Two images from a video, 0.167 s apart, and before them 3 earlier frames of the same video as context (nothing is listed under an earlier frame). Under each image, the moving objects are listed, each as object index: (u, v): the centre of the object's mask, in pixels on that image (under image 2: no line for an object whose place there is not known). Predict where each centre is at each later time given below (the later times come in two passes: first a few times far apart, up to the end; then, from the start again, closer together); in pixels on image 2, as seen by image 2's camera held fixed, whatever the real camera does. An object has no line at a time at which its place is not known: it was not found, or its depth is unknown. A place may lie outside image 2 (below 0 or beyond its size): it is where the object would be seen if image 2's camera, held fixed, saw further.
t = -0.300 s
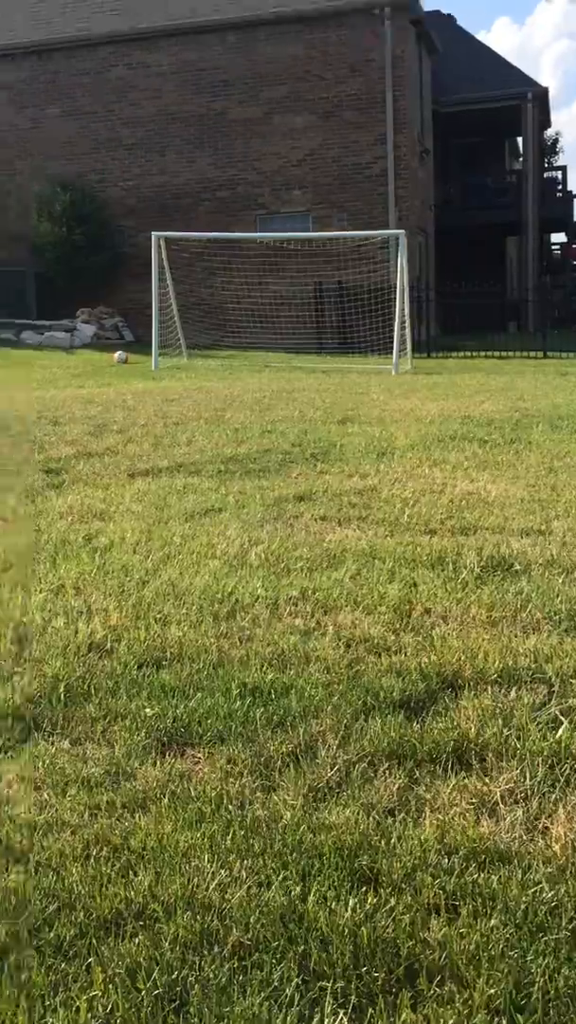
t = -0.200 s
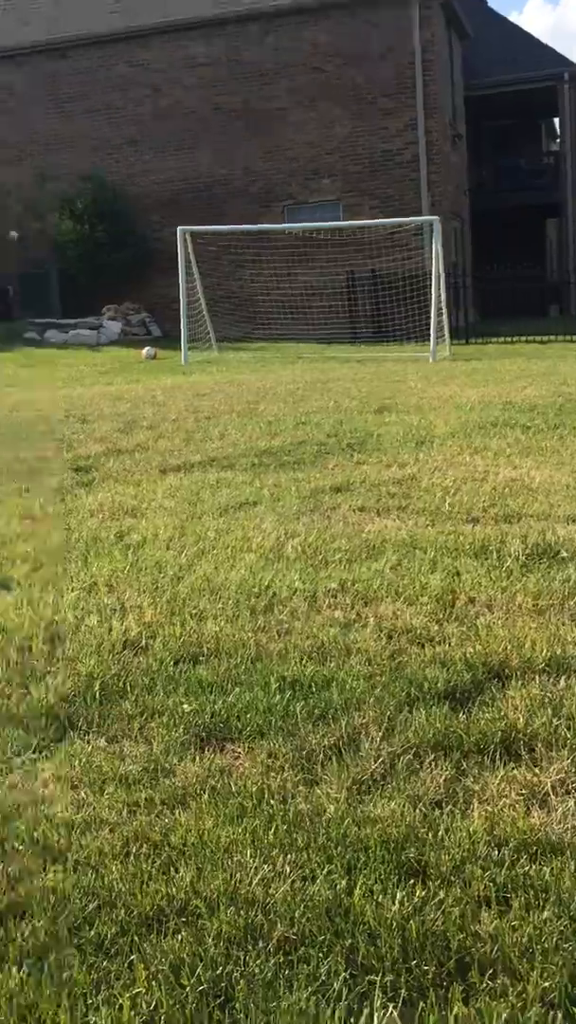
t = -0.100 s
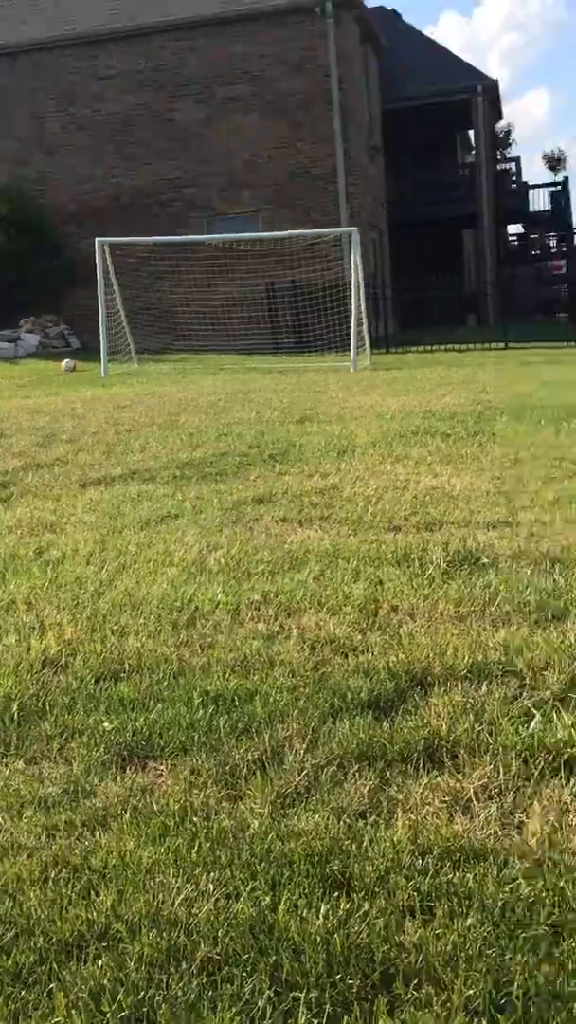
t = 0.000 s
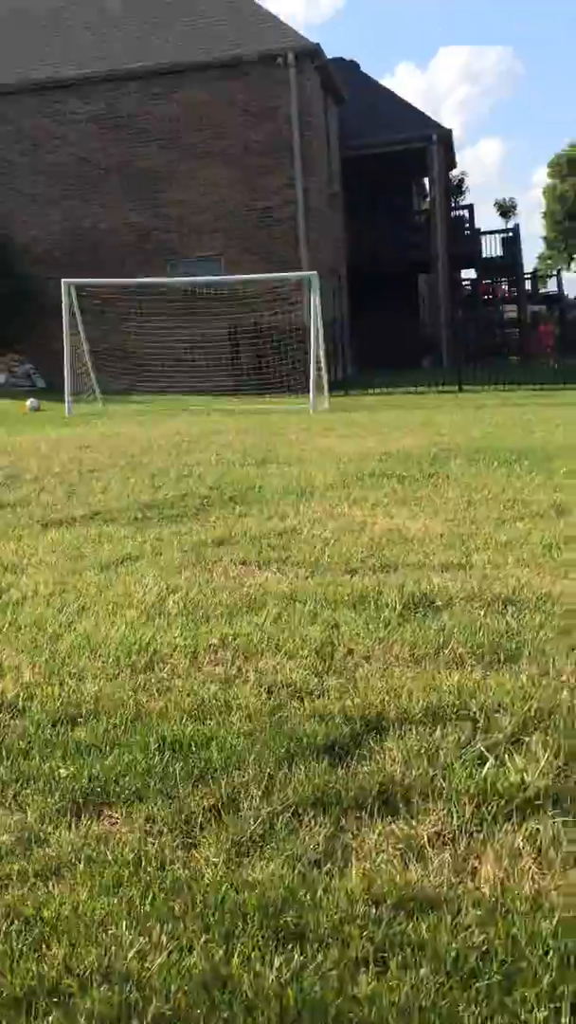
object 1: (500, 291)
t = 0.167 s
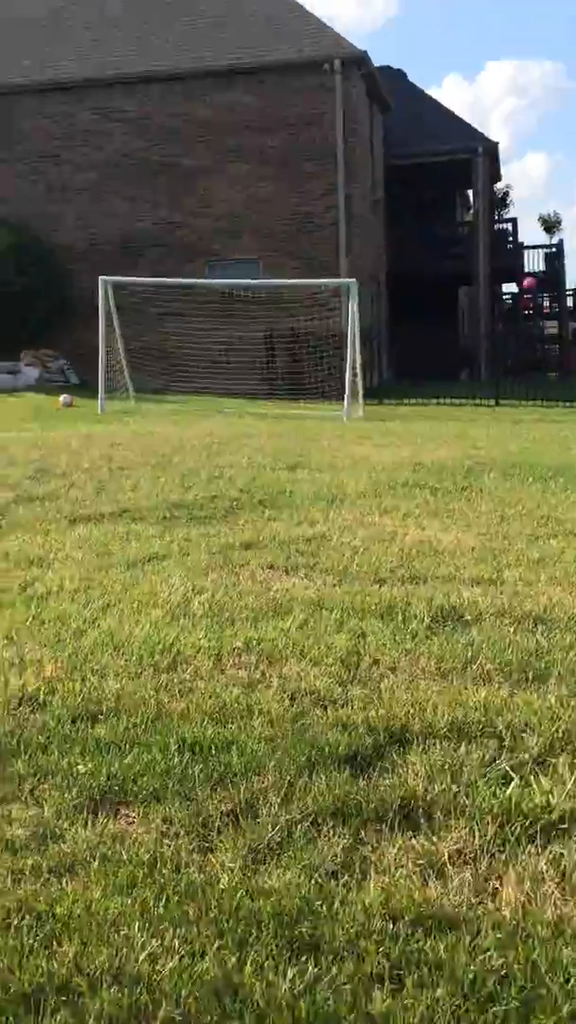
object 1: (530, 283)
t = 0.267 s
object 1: (519, 274)
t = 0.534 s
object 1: (493, 282)
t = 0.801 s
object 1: (463, 352)
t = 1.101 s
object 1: (429, 389)
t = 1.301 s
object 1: (416, 367)
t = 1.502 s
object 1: (405, 398)
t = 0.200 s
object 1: (527, 281)
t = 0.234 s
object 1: (523, 278)
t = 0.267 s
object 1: (519, 274)
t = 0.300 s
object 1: (517, 273)
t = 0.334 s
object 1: (515, 272)
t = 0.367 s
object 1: (510, 275)
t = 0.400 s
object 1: (507, 274)
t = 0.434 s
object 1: (505, 274)
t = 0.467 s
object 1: (502, 275)
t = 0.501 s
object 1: (497, 278)
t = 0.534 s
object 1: (493, 282)
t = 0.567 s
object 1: (488, 288)
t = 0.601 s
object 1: (485, 292)
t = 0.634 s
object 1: (482, 297)
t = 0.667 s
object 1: (478, 304)
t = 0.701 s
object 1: (472, 314)
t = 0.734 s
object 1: (470, 326)
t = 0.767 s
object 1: (466, 338)
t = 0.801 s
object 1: (463, 352)
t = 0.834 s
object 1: (459, 367)
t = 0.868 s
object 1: (453, 384)
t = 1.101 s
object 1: (429, 389)
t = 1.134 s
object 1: (428, 383)
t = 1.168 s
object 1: (426, 378)
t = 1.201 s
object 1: (423, 373)
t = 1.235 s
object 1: (420, 370)
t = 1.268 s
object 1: (419, 369)
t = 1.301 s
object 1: (416, 367)
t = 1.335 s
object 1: (414, 369)
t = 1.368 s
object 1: (412, 372)
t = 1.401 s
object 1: (409, 375)
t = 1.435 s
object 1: (407, 380)
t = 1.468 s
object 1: (407, 389)
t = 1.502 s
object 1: (405, 398)
